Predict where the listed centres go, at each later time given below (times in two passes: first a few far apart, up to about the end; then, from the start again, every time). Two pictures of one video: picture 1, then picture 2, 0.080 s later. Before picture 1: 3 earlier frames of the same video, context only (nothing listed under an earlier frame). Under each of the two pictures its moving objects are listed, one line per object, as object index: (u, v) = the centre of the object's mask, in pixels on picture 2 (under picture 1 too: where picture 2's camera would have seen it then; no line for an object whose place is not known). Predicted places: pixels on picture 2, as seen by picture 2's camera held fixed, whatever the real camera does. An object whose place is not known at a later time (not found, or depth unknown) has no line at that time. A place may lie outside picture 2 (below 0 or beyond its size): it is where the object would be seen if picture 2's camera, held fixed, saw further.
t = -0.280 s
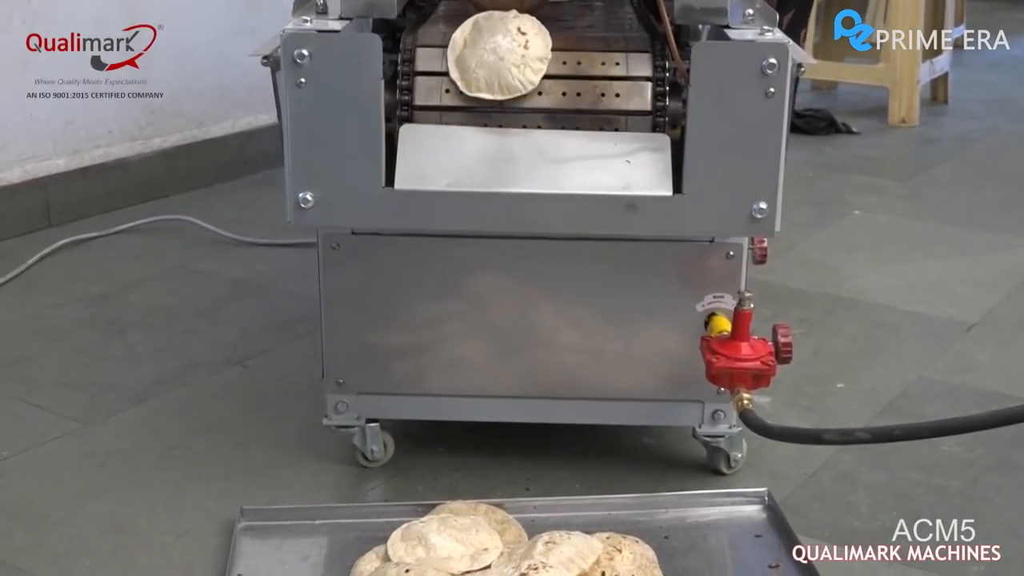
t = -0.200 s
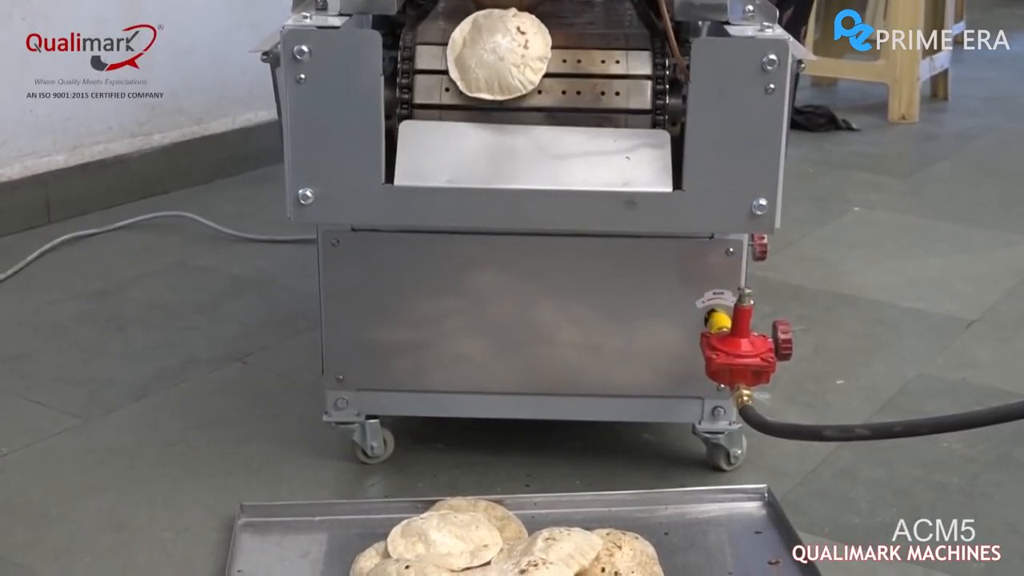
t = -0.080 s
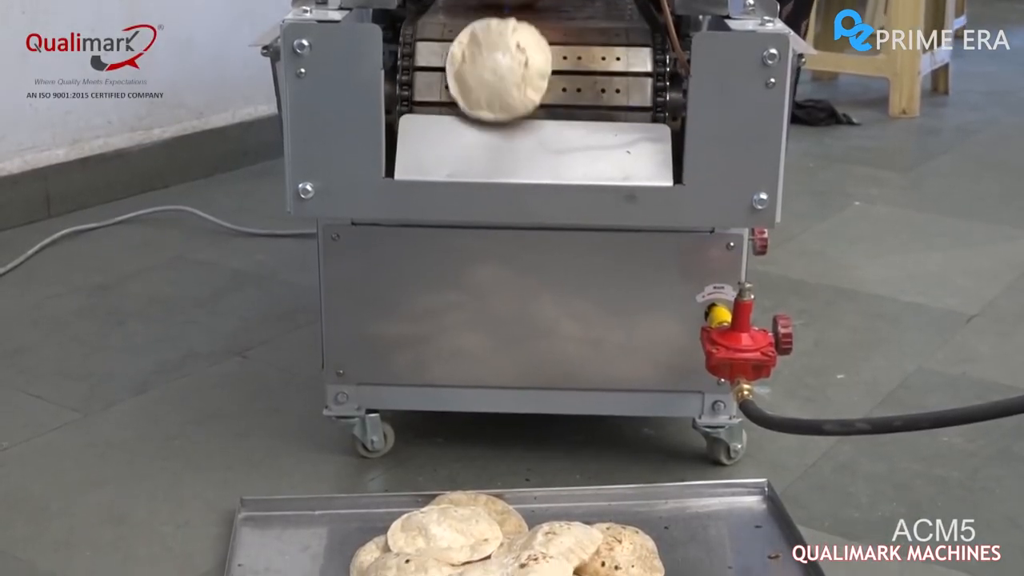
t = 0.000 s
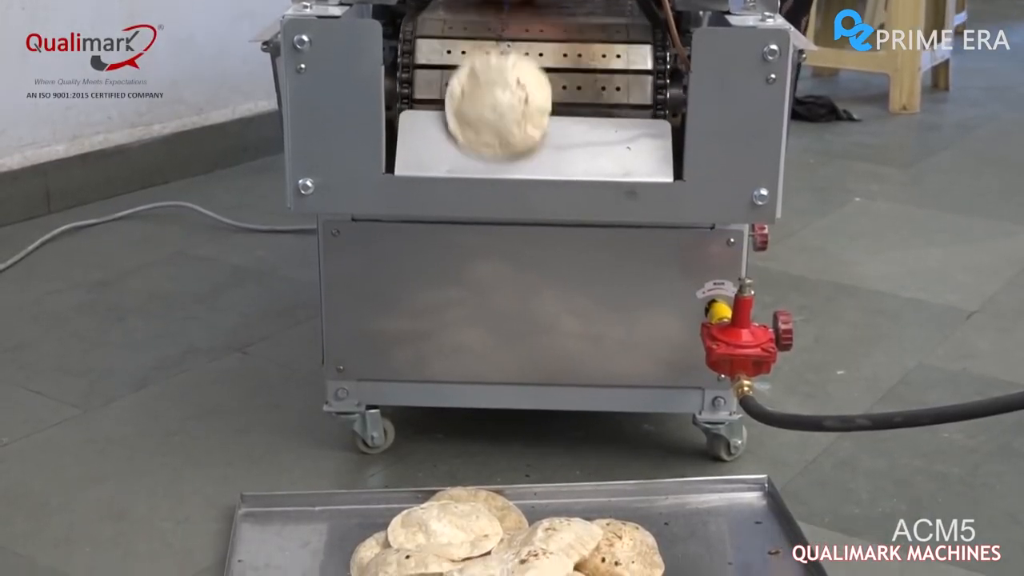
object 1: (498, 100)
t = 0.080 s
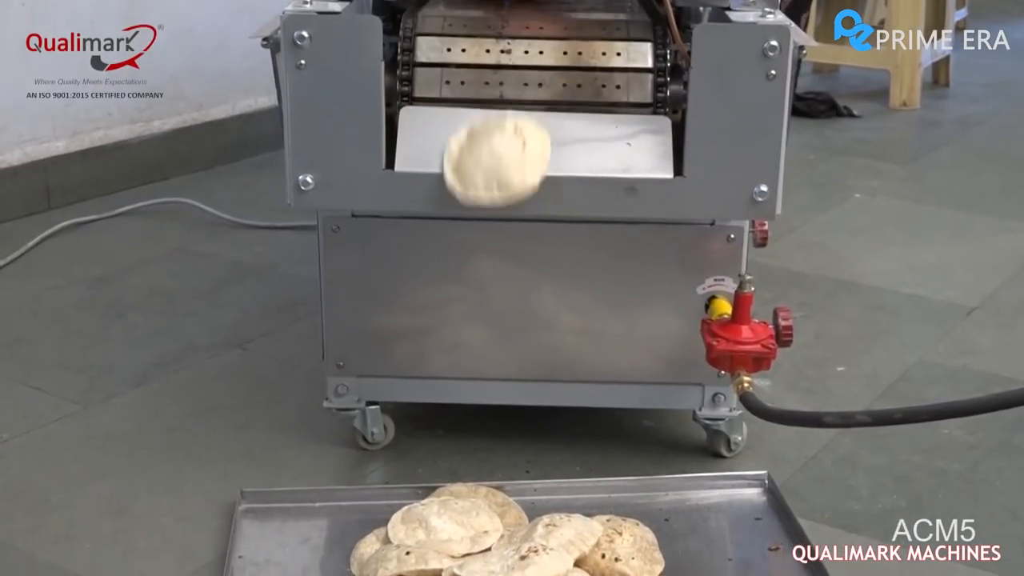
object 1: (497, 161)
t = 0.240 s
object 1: (490, 408)
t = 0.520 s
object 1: (498, 531)
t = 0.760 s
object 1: (504, 540)
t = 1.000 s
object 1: (504, 541)
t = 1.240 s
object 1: (504, 541)
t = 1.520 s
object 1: (504, 540)
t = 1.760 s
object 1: (504, 540)
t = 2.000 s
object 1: (505, 540)
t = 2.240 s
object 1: (505, 540)
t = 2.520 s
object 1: (505, 540)
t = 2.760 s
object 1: (505, 540)
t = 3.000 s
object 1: (505, 540)
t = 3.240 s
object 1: (505, 540)
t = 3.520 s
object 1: (505, 540)
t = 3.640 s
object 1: (505, 540)
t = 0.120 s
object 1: (496, 199)
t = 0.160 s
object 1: (494, 251)
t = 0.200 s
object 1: (492, 319)
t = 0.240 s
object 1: (490, 408)
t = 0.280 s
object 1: (487, 504)
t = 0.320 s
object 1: (486, 540)
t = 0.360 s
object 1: (485, 523)
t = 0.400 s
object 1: (486, 519)
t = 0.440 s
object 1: (487, 521)
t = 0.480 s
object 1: (490, 527)
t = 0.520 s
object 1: (498, 531)
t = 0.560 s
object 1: (505, 538)
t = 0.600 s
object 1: (504, 537)
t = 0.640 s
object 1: (505, 534)
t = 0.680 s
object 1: (505, 537)
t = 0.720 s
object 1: (504, 540)
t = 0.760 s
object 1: (504, 540)
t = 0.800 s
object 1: (503, 540)
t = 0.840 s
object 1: (503, 540)
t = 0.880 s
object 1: (504, 541)
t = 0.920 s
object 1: (504, 541)
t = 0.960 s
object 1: (503, 541)
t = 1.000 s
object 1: (504, 541)
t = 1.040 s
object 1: (504, 541)
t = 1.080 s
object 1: (504, 541)
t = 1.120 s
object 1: (504, 541)
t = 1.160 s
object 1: (504, 541)
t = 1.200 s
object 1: (505, 541)
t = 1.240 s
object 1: (504, 541)
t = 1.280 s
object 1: (504, 541)
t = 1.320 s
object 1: (504, 541)
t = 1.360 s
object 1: (505, 541)
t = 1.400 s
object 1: (505, 541)
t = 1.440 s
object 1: (504, 541)
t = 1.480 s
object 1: (504, 541)
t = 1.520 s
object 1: (504, 540)
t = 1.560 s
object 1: (504, 540)
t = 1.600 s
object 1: (504, 540)
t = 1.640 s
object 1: (504, 540)
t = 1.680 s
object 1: (504, 540)
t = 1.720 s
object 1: (504, 540)
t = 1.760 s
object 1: (504, 540)
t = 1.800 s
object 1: (504, 540)
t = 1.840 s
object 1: (504, 540)
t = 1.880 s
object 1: (504, 540)
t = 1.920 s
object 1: (504, 540)
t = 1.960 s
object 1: (504, 540)
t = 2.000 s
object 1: (505, 540)
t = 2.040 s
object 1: (504, 540)
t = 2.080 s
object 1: (504, 540)
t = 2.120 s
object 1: (504, 540)
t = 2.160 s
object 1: (505, 540)
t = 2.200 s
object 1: (504, 540)
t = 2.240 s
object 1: (505, 540)
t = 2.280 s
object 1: (504, 540)
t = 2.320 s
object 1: (505, 540)
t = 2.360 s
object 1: (504, 540)
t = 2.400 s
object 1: (505, 540)
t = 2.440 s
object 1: (505, 540)
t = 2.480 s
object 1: (505, 540)
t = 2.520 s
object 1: (505, 540)
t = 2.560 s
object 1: (505, 540)
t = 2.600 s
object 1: (504, 540)
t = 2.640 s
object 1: (504, 540)
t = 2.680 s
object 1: (504, 540)
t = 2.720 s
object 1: (505, 540)
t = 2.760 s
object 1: (505, 540)
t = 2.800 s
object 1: (505, 540)
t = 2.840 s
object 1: (505, 540)
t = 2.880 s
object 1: (505, 540)
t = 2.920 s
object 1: (505, 540)
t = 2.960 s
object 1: (504, 540)
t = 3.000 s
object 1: (505, 540)
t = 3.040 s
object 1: (504, 540)
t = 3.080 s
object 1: (505, 540)
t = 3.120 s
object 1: (505, 540)
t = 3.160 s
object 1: (505, 540)
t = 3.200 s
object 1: (505, 540)
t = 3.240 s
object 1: (505, 540)
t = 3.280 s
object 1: (505, 540)
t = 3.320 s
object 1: (505, 540)
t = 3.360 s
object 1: (505, 540)
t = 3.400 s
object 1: (505, 540)
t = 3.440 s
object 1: (505, 540)
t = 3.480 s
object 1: (505, 540)
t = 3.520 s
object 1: (505, 540)
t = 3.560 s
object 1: (505, 540)
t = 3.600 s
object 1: (505, 540)
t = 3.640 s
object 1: (505, 540)
